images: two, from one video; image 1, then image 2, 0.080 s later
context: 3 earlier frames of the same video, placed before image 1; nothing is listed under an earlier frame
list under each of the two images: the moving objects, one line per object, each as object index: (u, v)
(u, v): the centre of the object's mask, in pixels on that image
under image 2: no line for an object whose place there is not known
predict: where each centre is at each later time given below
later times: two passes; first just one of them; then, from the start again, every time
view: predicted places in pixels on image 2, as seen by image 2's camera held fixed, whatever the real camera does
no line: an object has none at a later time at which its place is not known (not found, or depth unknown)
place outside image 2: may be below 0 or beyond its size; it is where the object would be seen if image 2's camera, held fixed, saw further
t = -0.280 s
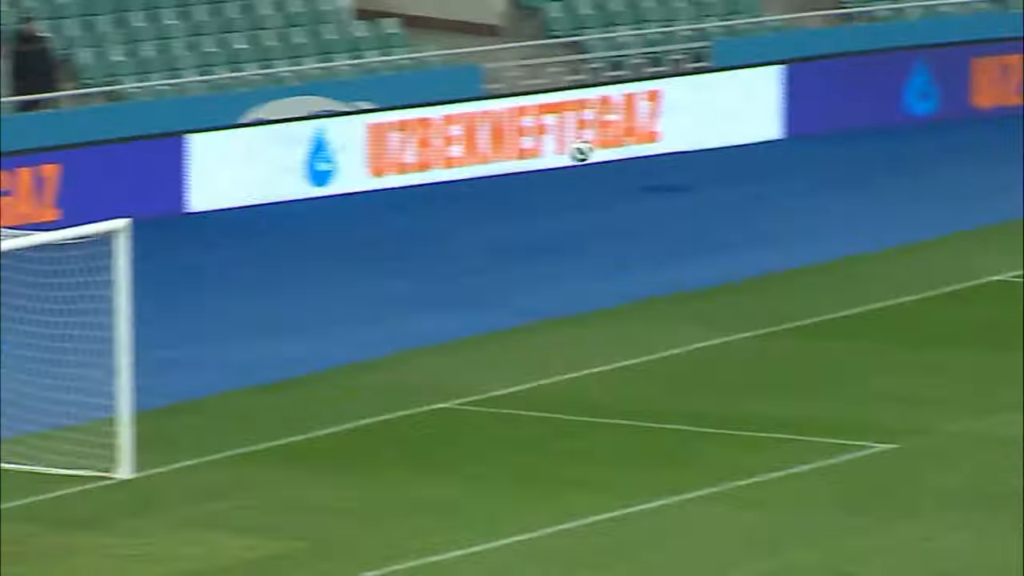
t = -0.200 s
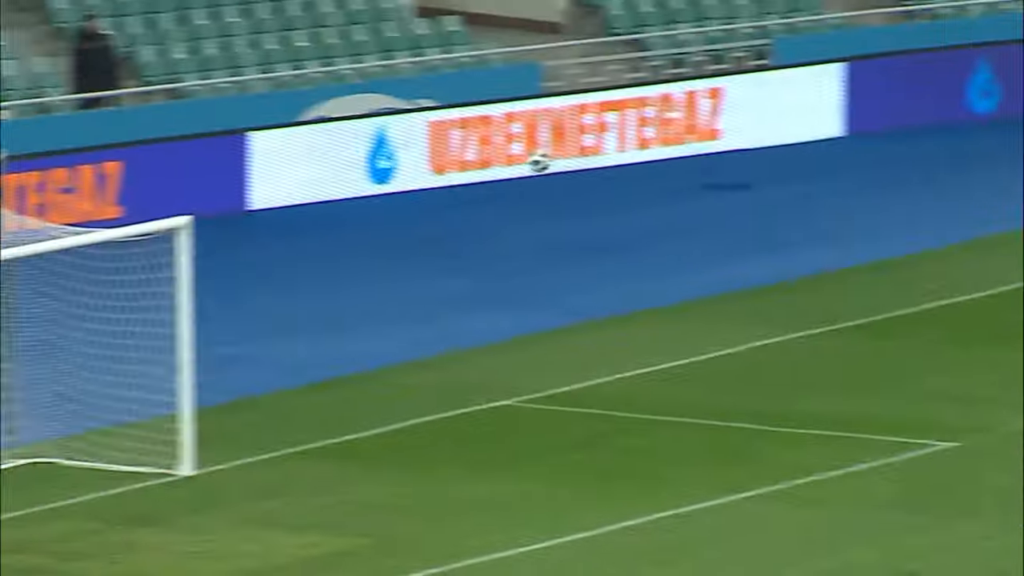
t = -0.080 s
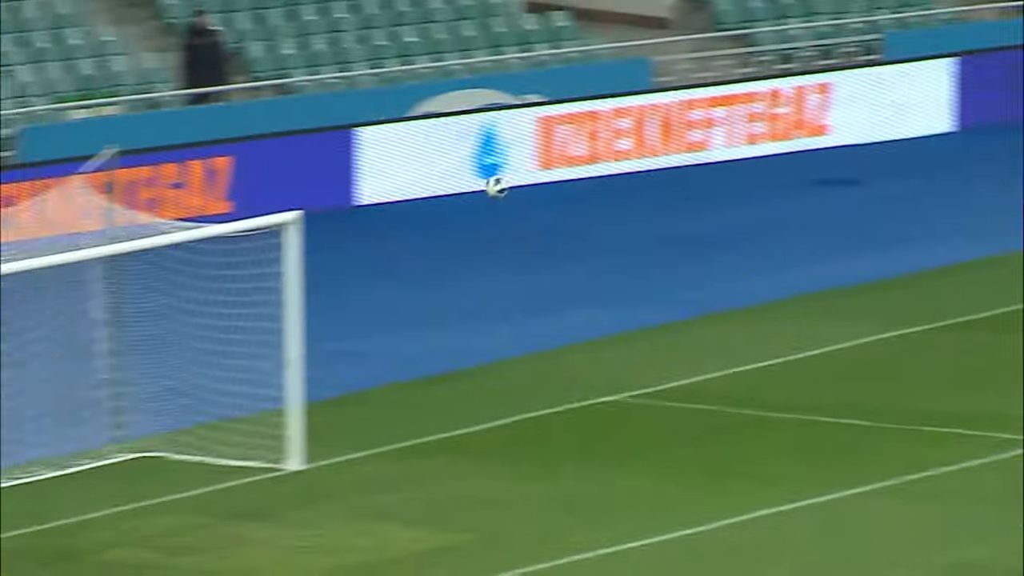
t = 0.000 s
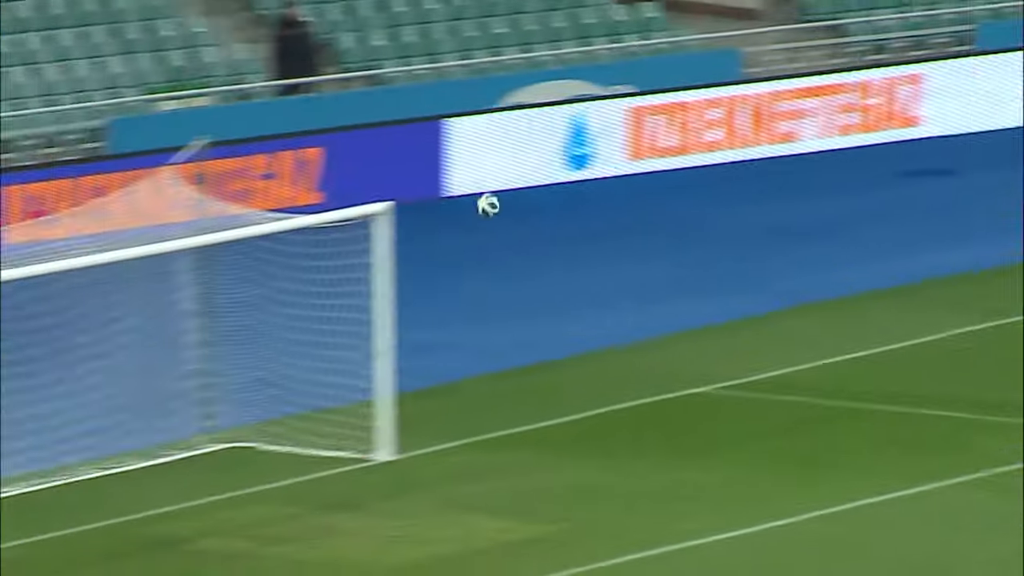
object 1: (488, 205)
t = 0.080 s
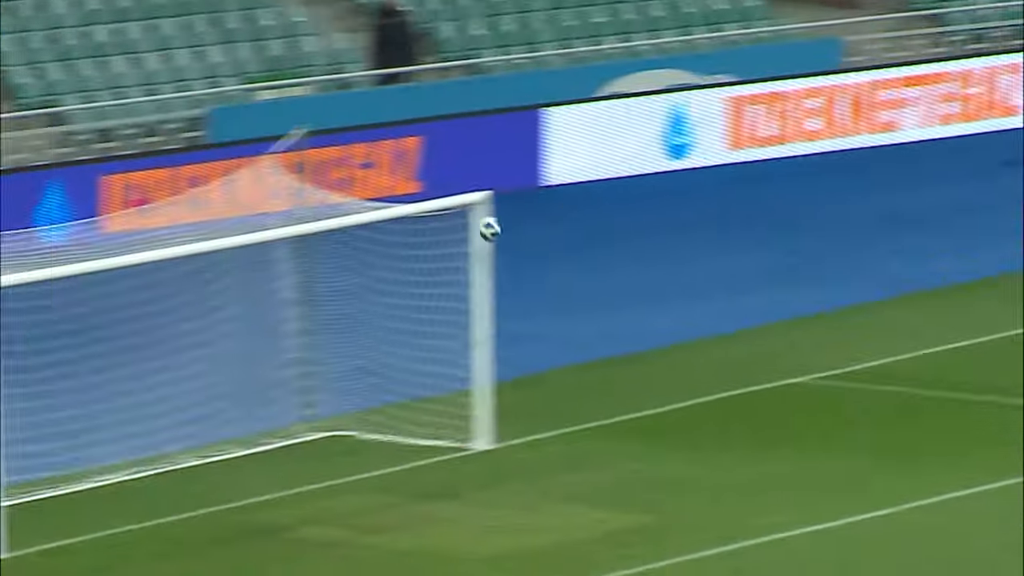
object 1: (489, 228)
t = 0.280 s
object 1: (253, 339)
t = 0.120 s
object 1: (441, 246)
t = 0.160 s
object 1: (394, 268)
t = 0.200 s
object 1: (347, 289)
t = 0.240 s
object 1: (300, 313)
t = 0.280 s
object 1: (253, 339)
